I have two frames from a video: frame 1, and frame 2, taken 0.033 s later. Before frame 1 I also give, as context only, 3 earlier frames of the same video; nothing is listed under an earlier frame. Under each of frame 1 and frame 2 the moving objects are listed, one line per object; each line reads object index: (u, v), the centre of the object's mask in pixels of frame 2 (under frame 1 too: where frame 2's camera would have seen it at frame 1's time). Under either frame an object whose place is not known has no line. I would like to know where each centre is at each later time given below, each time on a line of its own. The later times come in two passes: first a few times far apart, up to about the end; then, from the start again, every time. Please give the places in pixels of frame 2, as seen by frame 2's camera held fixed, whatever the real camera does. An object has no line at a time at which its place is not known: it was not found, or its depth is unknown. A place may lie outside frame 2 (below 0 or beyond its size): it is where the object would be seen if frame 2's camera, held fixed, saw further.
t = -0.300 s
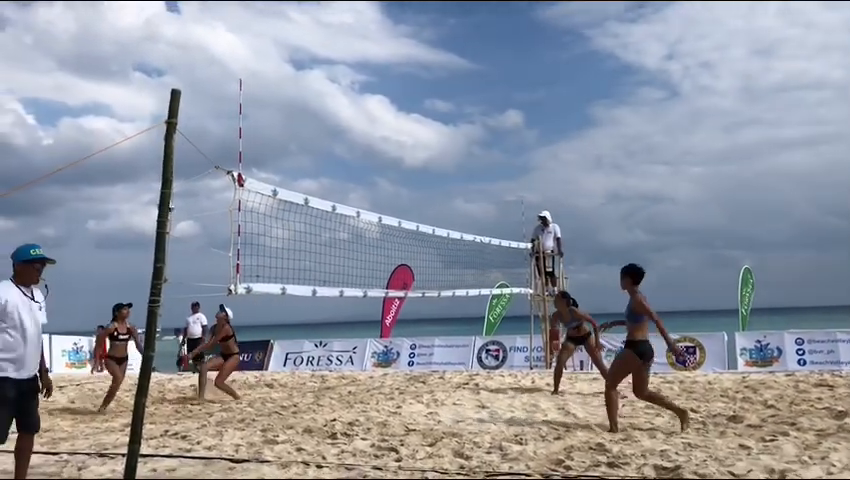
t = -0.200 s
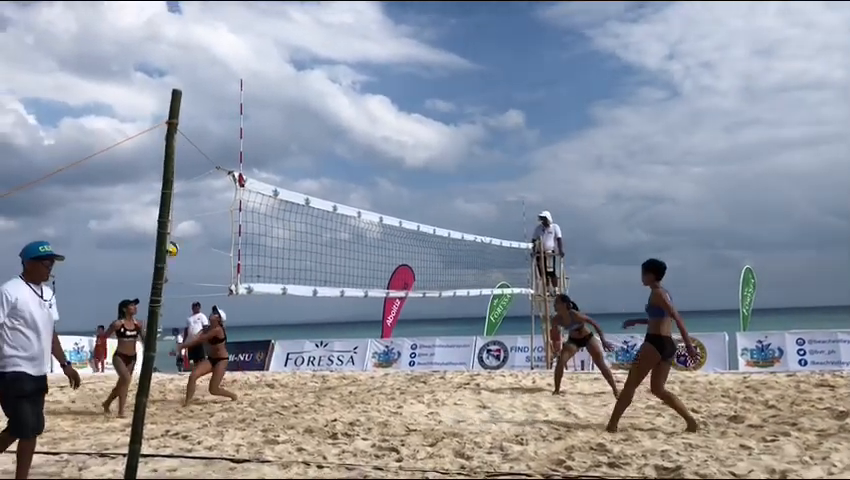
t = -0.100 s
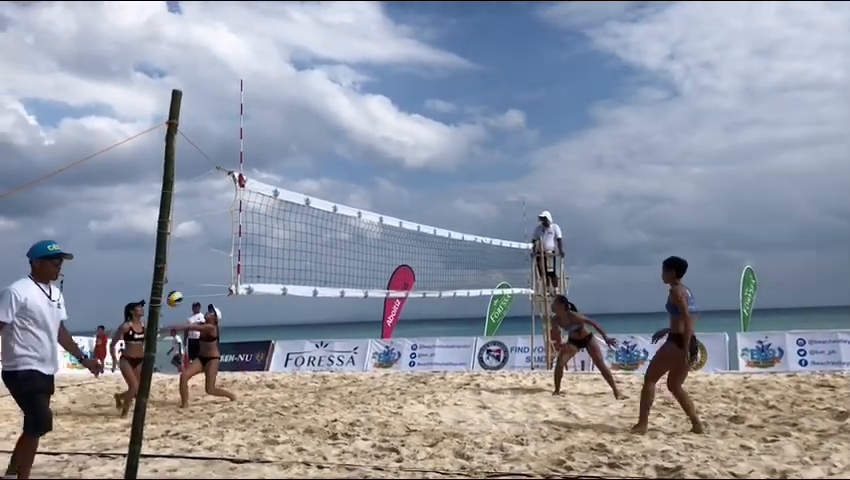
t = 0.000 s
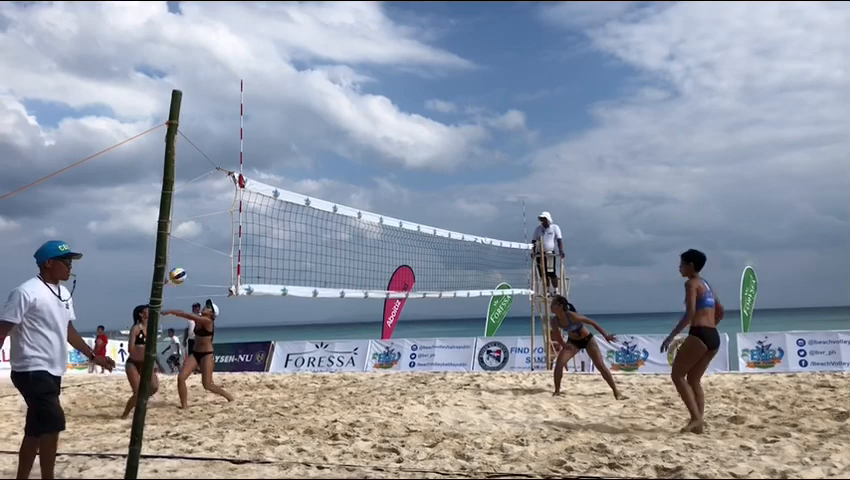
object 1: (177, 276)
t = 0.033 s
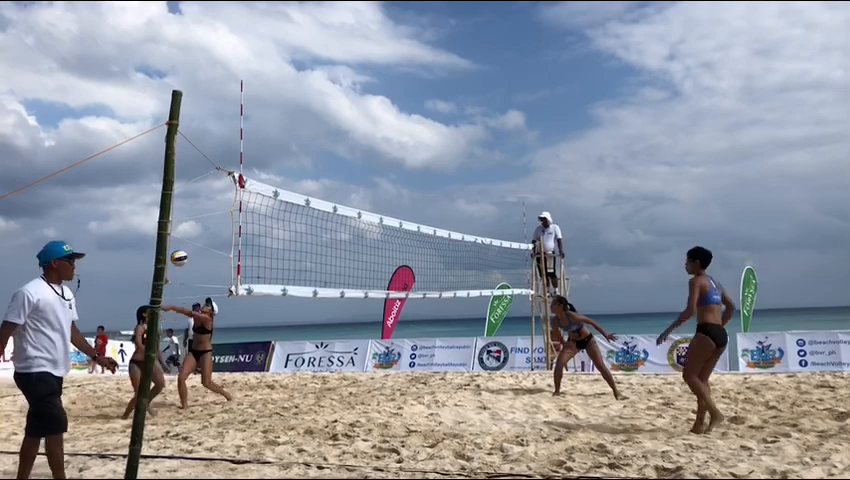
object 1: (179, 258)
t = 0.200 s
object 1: (186, 181)
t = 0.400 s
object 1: (197, 115)
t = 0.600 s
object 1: (210, 78)
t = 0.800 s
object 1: (225, 70)
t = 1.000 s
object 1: (243, 96)
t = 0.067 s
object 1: (180, 241)
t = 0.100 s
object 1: (181, 224)
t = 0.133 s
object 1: (183, 209)
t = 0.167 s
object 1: (184, 194)
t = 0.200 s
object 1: (186, 181)
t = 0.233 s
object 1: (188, 167)
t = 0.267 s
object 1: (190, 156)
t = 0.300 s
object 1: (192, 144)
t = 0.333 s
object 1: (193, 134)
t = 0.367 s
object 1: (195, 124)
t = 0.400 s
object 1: (197, 115)
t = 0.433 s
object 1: (199, 107)
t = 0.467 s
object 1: (201, 99)
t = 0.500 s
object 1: (203, 93)
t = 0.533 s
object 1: (205, 87)
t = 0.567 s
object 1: (208, 82)
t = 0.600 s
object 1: (210, 78)
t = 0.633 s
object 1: (212, 75)
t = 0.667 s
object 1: (214, 72)
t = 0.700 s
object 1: (217, 70)
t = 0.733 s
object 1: (219, 69)
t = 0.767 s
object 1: (222, 70)
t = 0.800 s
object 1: (225, 70)
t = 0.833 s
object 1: (228, 72)
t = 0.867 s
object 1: (231, 75)
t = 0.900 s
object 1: (233, 79)
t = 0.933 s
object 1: (237, 84)
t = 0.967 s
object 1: (240, 89)
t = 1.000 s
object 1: (243, 96)
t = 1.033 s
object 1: (246, 103)
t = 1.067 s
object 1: (249, 112)
